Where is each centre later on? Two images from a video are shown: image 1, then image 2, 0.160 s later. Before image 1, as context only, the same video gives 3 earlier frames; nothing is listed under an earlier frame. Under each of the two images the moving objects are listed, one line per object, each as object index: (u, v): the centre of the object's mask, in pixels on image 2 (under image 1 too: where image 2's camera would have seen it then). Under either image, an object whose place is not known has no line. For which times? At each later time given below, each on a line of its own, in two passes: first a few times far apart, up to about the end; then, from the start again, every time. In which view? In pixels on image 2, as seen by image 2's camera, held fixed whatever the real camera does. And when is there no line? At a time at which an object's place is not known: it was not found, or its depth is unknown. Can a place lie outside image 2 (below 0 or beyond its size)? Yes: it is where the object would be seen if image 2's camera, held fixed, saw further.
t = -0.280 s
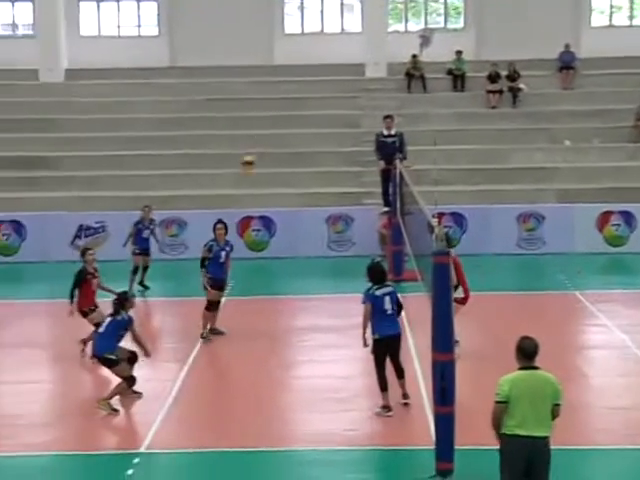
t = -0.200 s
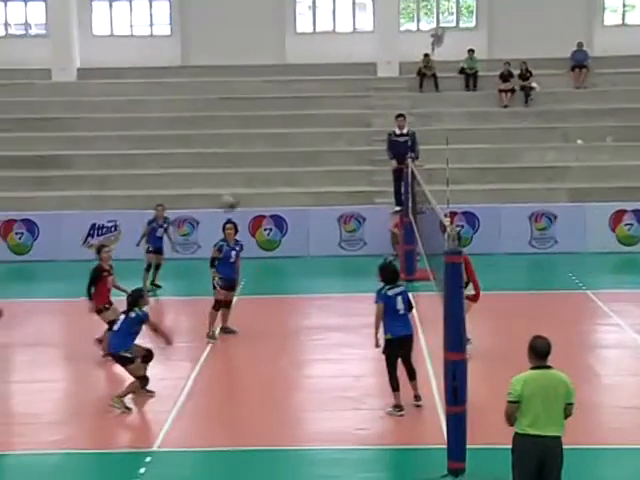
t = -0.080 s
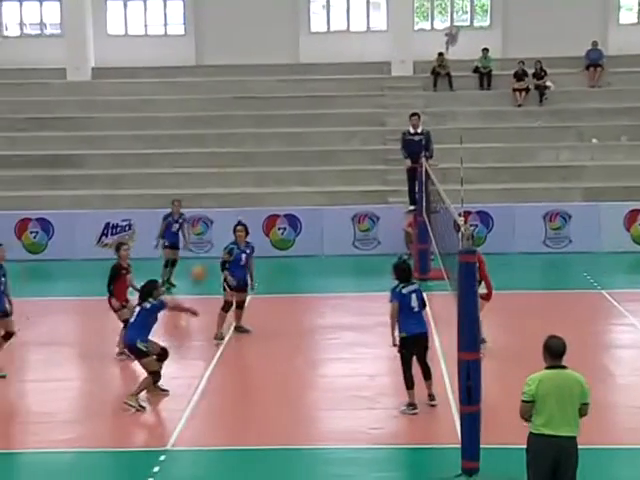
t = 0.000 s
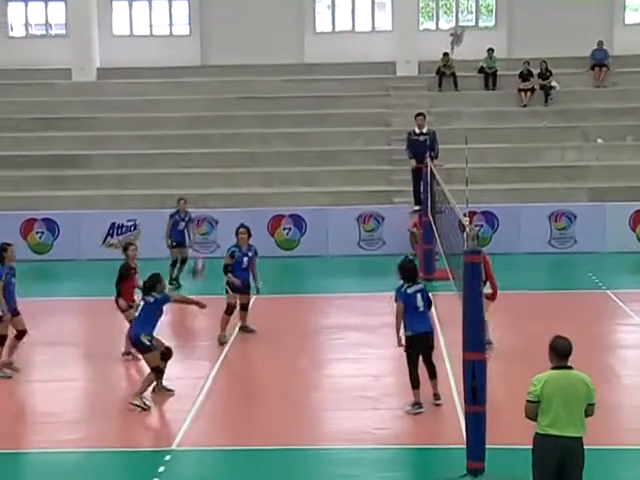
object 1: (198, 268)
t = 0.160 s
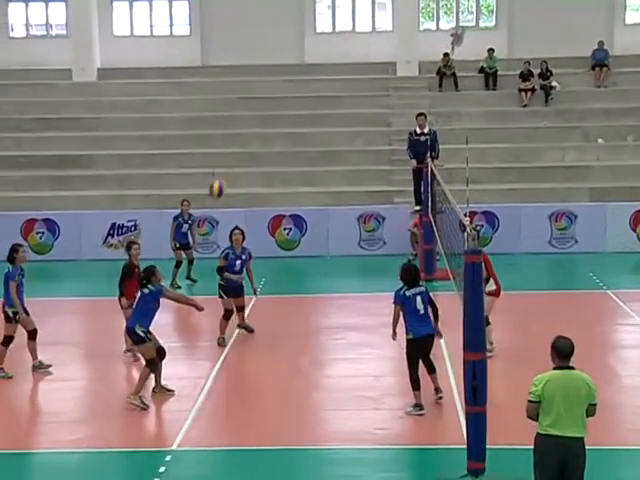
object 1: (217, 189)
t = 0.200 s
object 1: (221, 172)
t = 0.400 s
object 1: (247, 114)
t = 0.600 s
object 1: (270, 84)
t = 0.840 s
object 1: (297, 96)
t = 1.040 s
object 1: (322, 141)
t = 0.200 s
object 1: (221, 172)
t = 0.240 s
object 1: (226, 158)
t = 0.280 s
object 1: (232, 145)
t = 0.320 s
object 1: (236, 133)
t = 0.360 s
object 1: (240, 123)
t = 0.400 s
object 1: (247, 114)
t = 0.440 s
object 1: (250, 104)
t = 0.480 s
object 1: (254, 97)
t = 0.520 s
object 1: (260, 91)
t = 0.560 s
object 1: (264, 87)
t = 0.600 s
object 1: (270, 84)
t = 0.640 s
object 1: (273, 83)
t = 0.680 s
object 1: (277, 83)
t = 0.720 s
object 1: (281, 85)
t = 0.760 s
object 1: (287, 87)
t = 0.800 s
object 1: (291, 92)
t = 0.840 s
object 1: (297, 96)
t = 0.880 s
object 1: (302, 104)
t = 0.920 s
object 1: (307, 111)
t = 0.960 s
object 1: (312, 122)
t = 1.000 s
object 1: (317, 130)
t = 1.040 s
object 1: (322, 141)
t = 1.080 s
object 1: (326, 153)
